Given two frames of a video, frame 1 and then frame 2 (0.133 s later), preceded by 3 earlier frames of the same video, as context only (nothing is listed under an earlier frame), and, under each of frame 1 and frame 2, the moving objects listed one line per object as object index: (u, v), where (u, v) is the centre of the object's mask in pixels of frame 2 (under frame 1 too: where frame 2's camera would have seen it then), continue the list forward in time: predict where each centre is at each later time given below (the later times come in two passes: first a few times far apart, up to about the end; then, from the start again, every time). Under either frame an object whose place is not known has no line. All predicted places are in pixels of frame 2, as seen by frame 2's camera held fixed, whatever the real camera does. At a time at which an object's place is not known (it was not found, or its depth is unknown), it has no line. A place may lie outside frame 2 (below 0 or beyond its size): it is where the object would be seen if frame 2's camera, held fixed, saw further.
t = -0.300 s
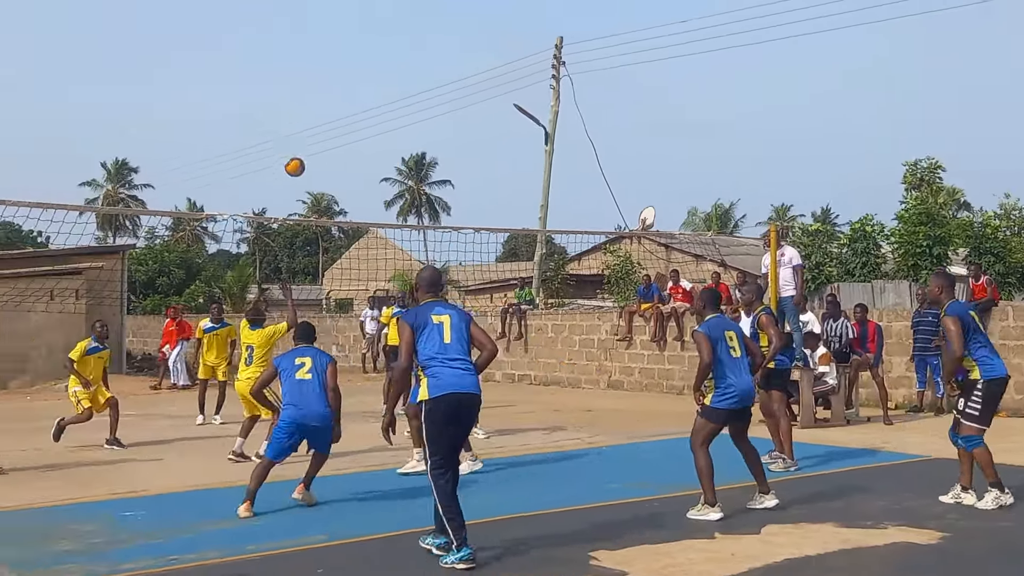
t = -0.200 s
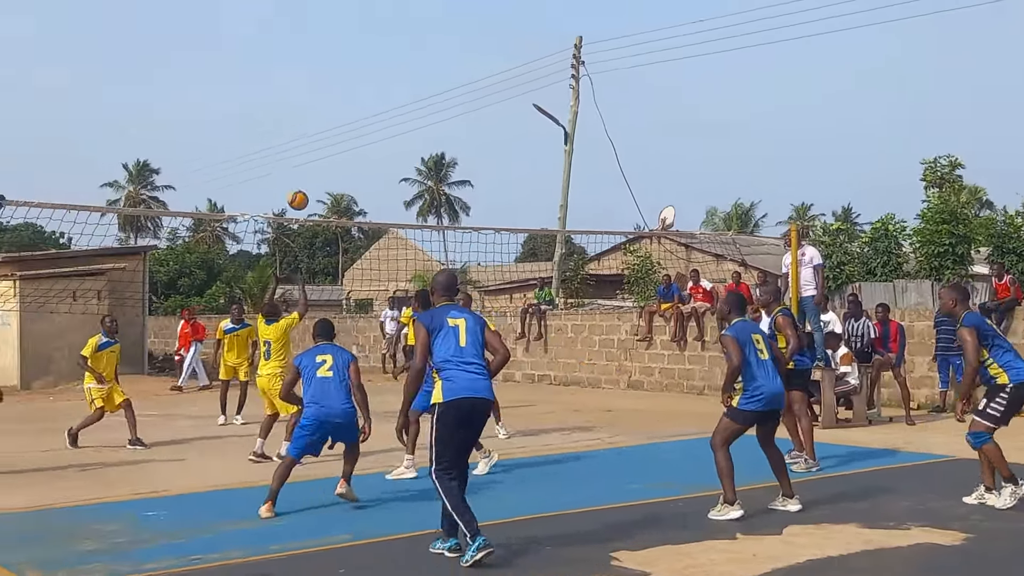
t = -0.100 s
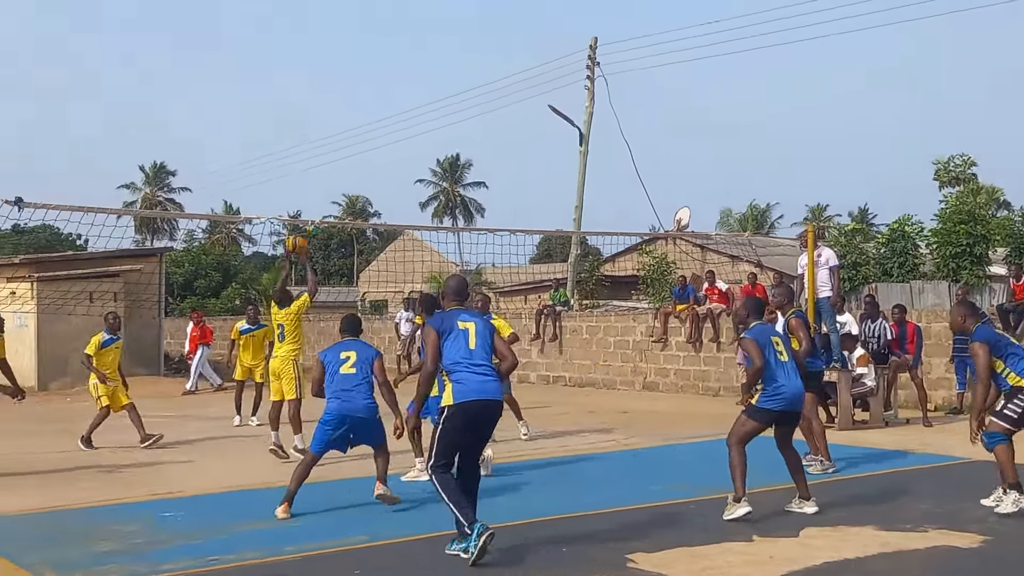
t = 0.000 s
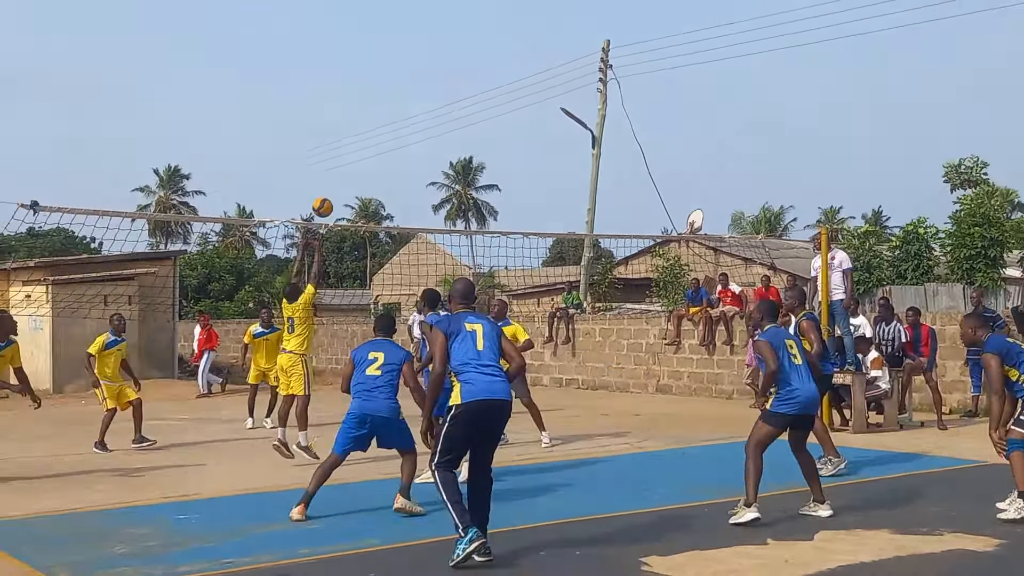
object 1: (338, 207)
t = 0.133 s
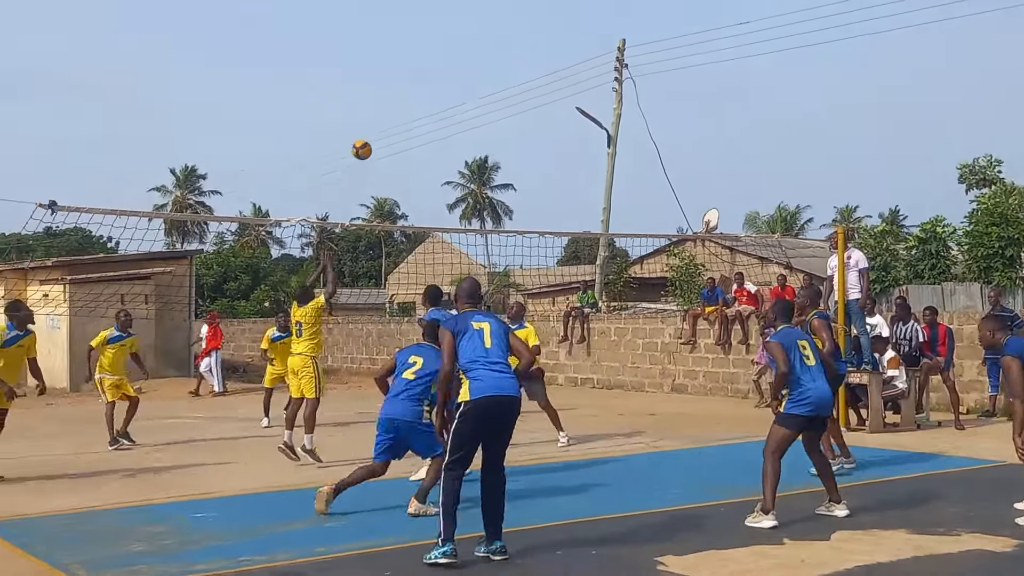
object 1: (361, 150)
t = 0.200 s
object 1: (373, 128)
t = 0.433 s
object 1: (412, 88)
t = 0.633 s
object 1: (444, 92)
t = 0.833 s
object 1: (474, 130)
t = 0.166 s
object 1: (367, 138)
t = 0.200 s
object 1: (373, 128)
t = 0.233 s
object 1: (379, 119)
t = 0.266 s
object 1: (385, 111)
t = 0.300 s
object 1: (390, 105)
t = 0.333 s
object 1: (396, 99)
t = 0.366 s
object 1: (401, 94)
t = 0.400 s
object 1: (407, 90)
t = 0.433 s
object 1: (412, 88)
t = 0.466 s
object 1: (417, 86)
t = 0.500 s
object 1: (423, 85)
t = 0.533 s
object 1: (428, 85)
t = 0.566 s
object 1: (433, 87)
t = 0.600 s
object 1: (438, 89)
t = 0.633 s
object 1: (444, 92)
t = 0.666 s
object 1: (449, 96)
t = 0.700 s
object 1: (454, 101)
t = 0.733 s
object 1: (459, 107)
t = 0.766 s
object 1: (464, 114)
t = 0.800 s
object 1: (469, 122)
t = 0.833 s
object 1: (474, 130)
